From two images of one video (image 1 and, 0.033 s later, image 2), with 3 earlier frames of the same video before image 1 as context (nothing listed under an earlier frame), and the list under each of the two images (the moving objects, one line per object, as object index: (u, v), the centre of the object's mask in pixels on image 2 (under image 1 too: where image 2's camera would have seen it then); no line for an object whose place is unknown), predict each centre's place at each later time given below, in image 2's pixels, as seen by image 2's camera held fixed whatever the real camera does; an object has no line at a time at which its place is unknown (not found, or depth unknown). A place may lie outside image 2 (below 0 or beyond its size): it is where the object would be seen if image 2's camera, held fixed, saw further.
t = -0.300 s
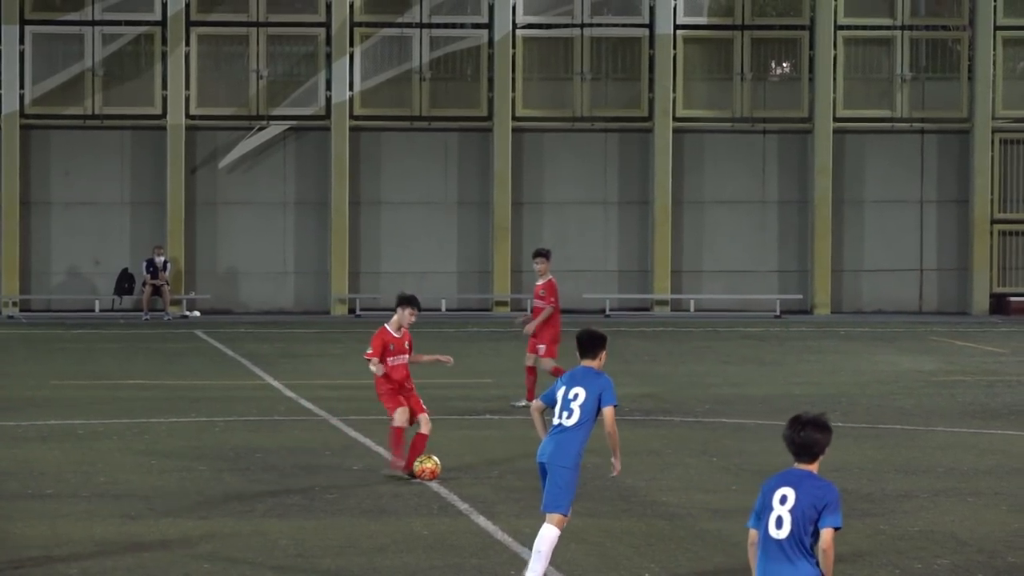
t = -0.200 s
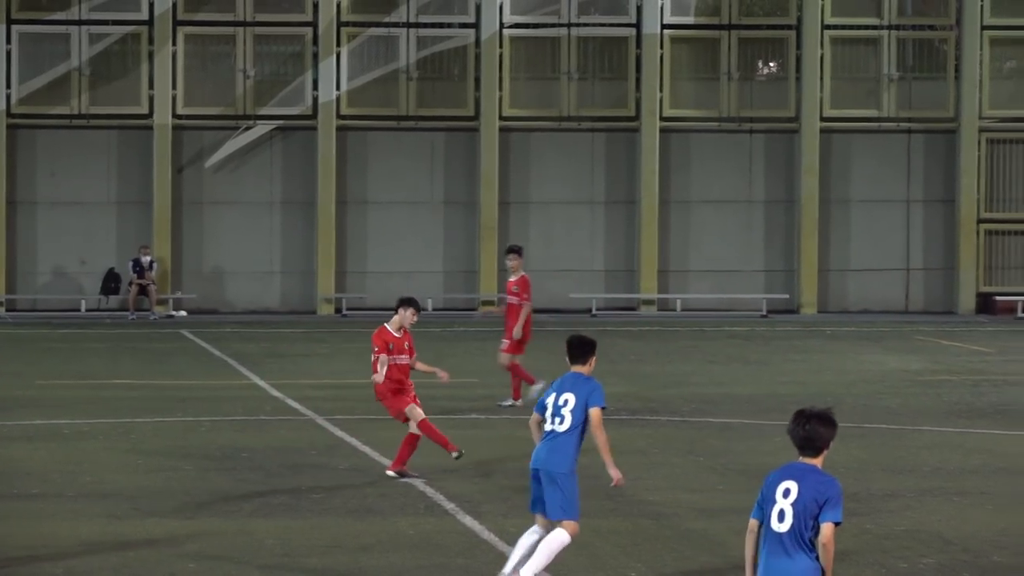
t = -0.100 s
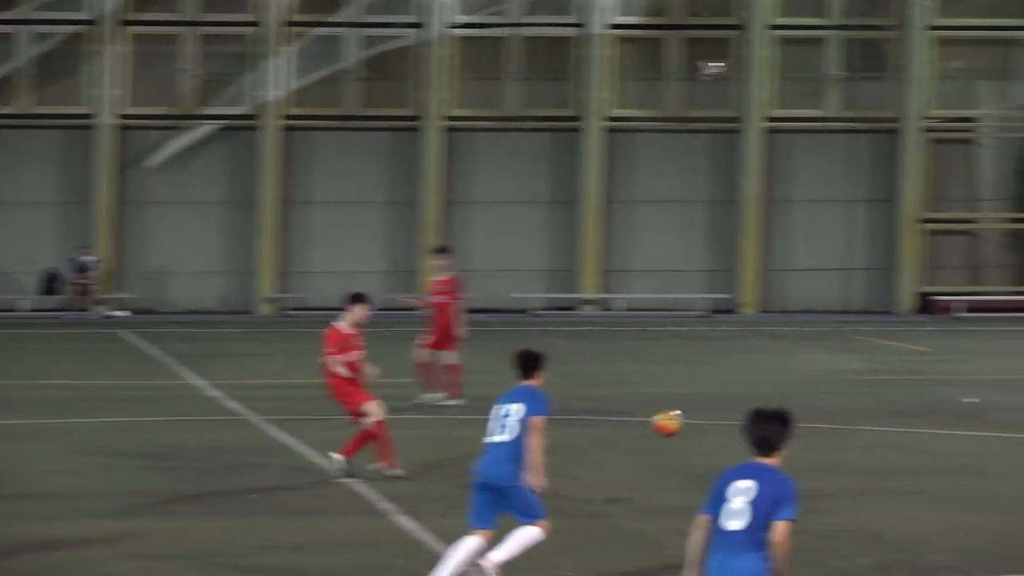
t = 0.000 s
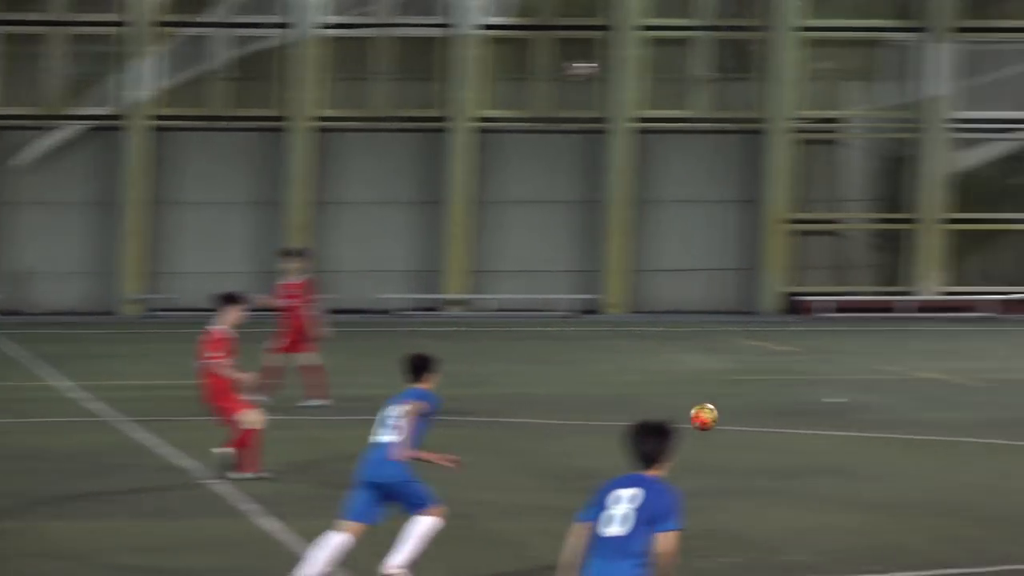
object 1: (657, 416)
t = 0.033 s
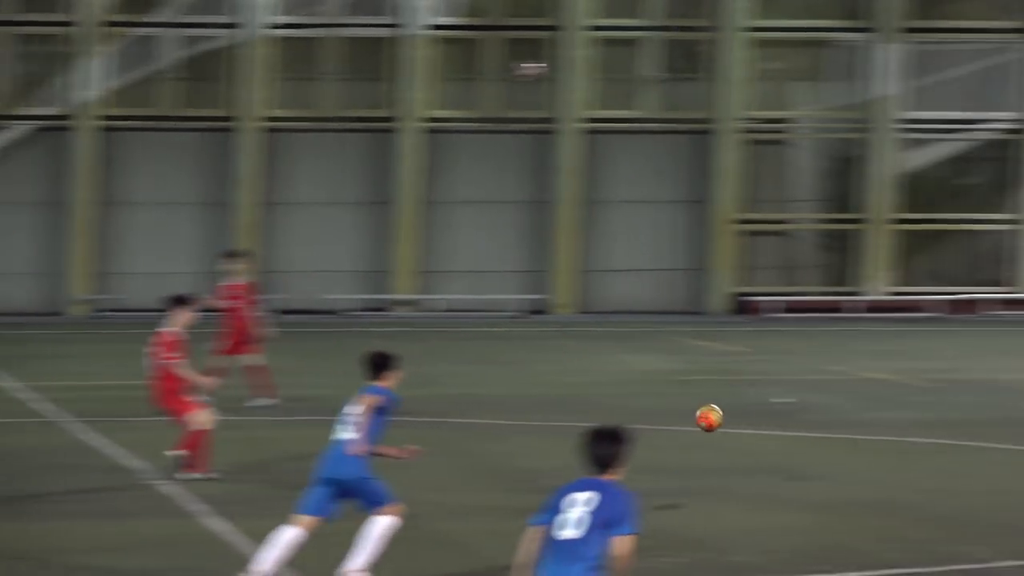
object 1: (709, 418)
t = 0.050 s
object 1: (736, 418)
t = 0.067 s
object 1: (764, 420)
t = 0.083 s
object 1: (791, 421)
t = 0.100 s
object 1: (818, 423)
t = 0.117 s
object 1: (845, 426)
